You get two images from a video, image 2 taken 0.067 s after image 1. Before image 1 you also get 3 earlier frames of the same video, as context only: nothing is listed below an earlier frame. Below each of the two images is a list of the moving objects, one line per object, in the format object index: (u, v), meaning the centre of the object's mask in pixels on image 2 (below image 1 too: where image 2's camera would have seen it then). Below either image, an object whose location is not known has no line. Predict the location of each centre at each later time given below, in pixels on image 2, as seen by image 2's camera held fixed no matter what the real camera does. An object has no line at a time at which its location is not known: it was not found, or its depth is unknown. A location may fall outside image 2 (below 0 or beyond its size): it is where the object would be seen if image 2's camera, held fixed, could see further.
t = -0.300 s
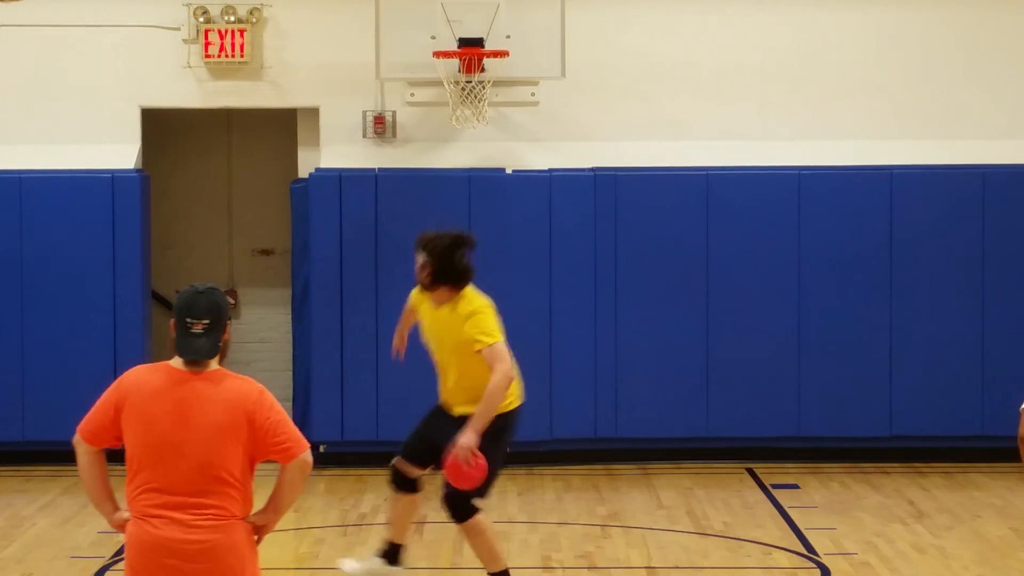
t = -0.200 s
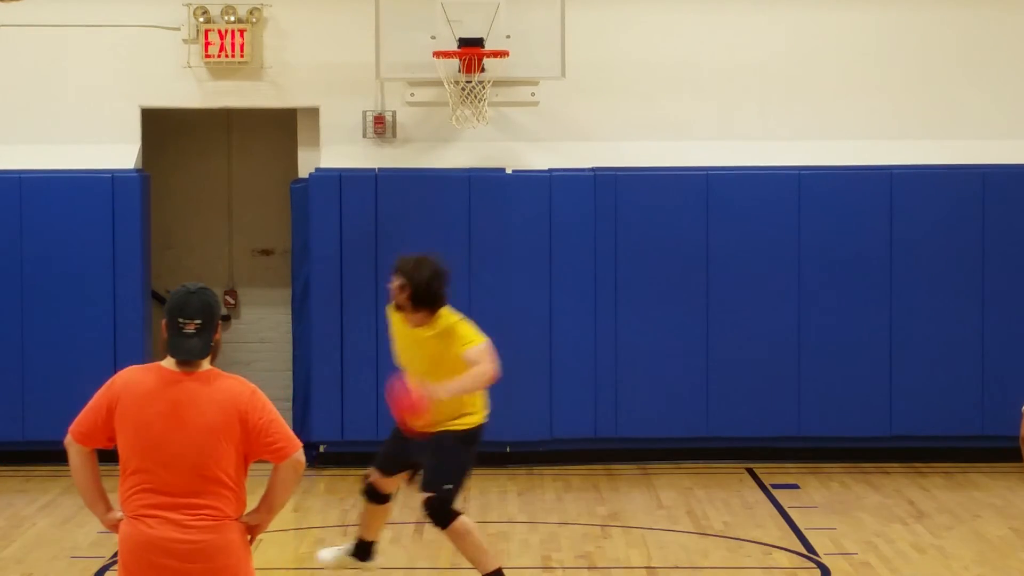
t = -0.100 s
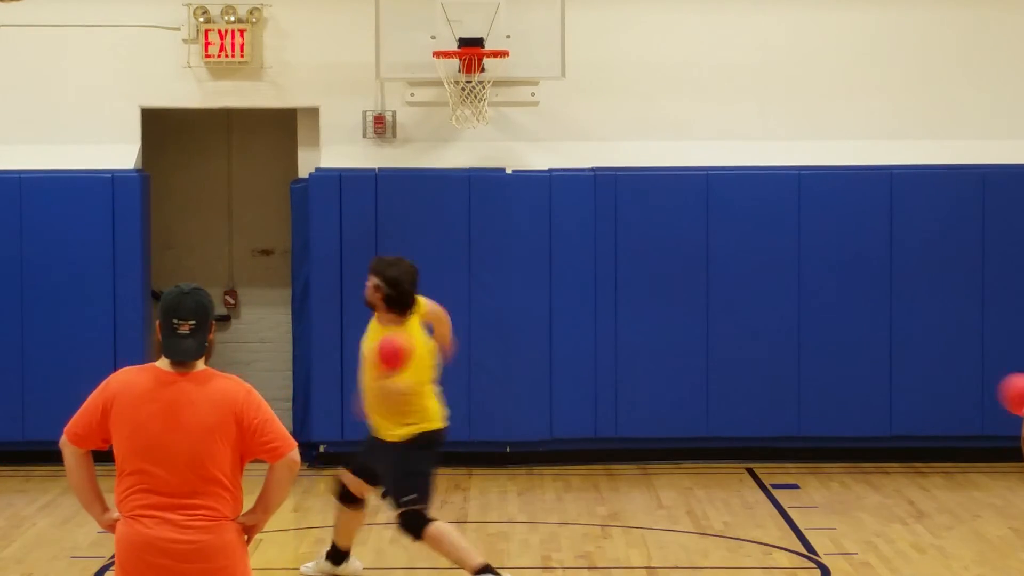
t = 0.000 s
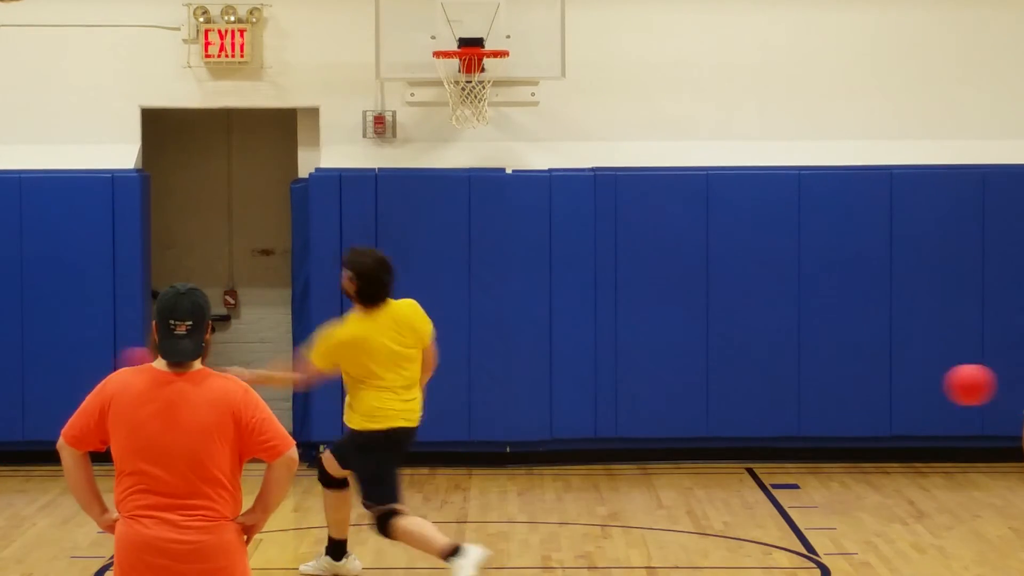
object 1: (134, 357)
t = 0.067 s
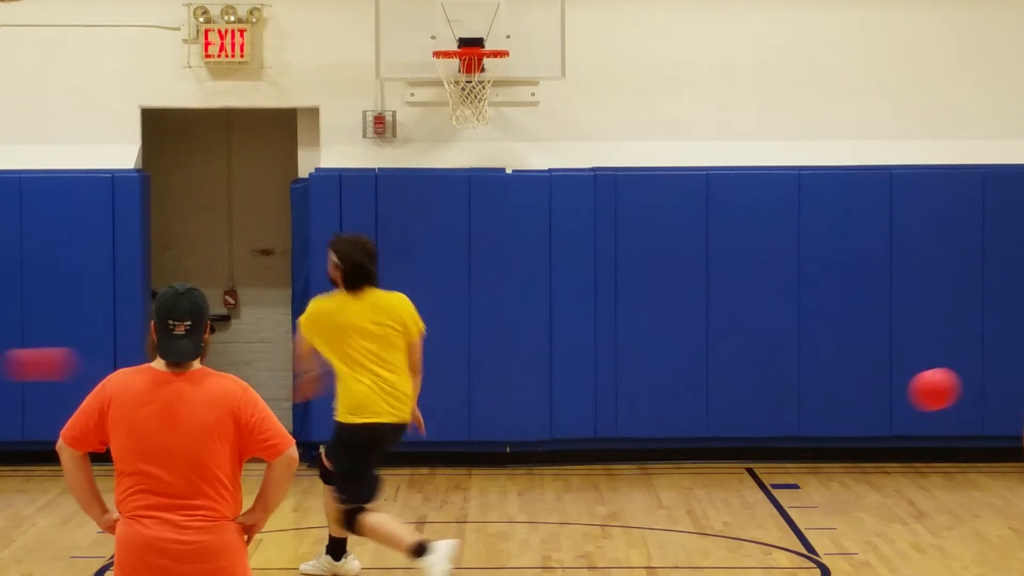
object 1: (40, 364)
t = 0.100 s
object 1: (9, 365)
